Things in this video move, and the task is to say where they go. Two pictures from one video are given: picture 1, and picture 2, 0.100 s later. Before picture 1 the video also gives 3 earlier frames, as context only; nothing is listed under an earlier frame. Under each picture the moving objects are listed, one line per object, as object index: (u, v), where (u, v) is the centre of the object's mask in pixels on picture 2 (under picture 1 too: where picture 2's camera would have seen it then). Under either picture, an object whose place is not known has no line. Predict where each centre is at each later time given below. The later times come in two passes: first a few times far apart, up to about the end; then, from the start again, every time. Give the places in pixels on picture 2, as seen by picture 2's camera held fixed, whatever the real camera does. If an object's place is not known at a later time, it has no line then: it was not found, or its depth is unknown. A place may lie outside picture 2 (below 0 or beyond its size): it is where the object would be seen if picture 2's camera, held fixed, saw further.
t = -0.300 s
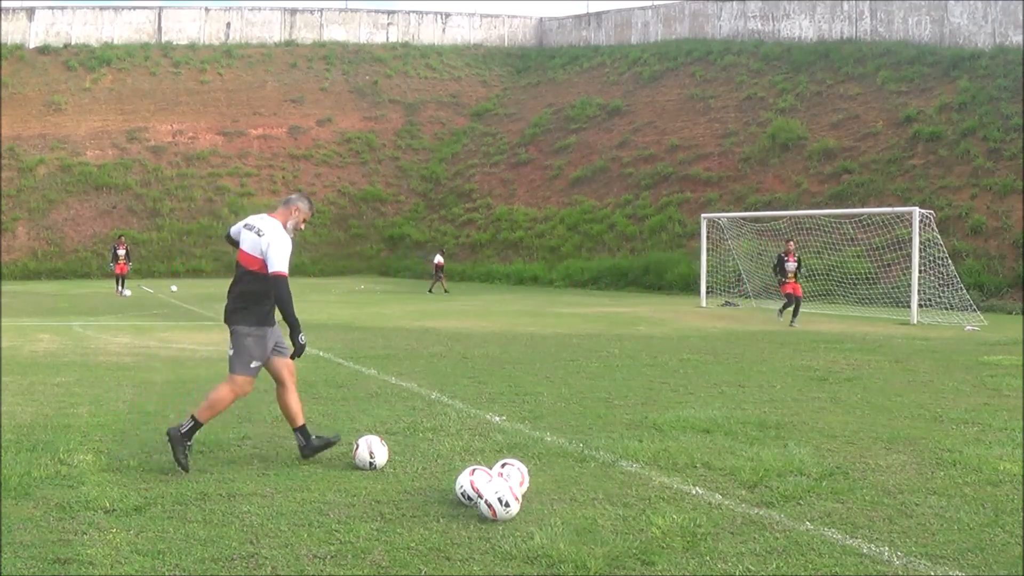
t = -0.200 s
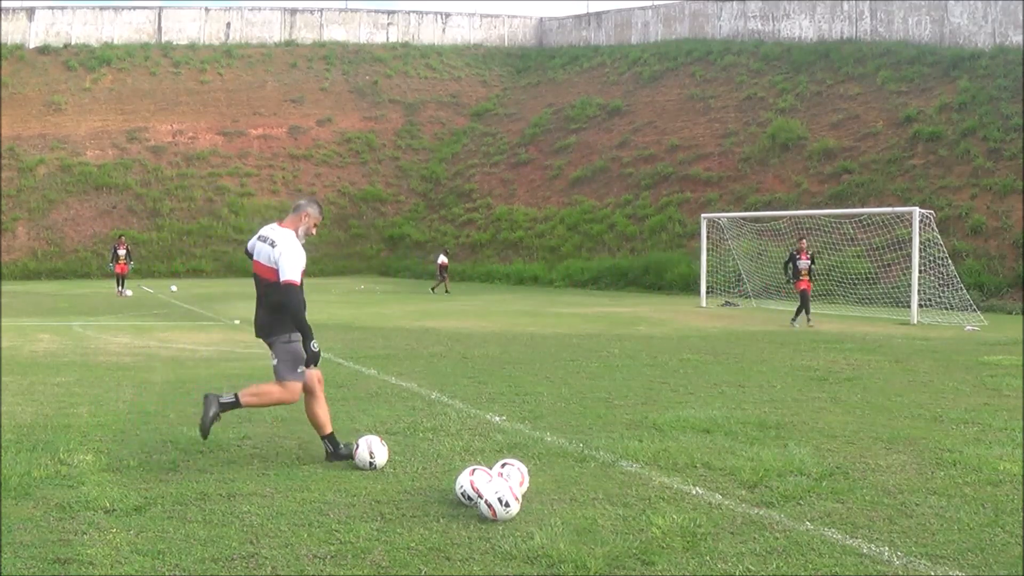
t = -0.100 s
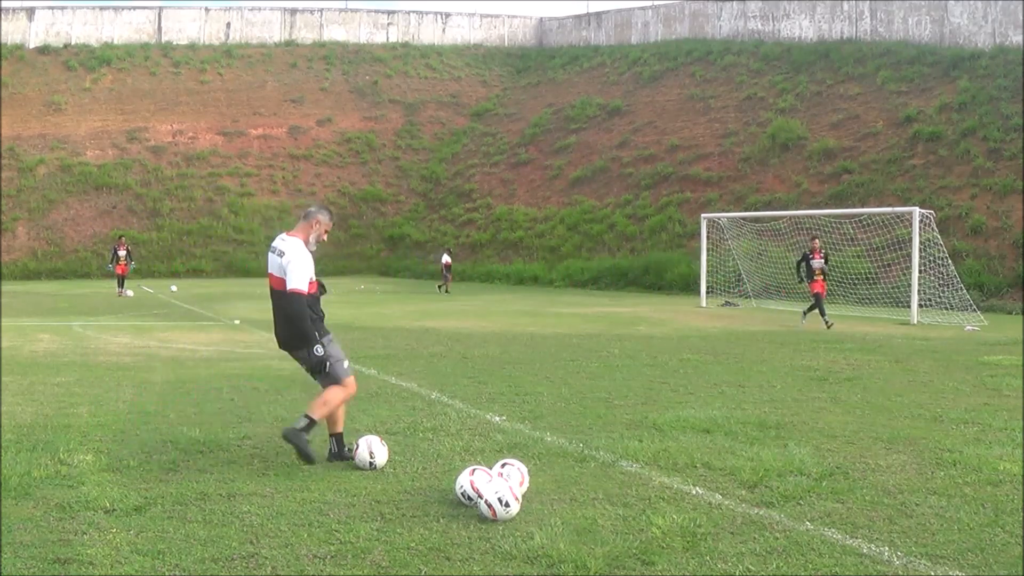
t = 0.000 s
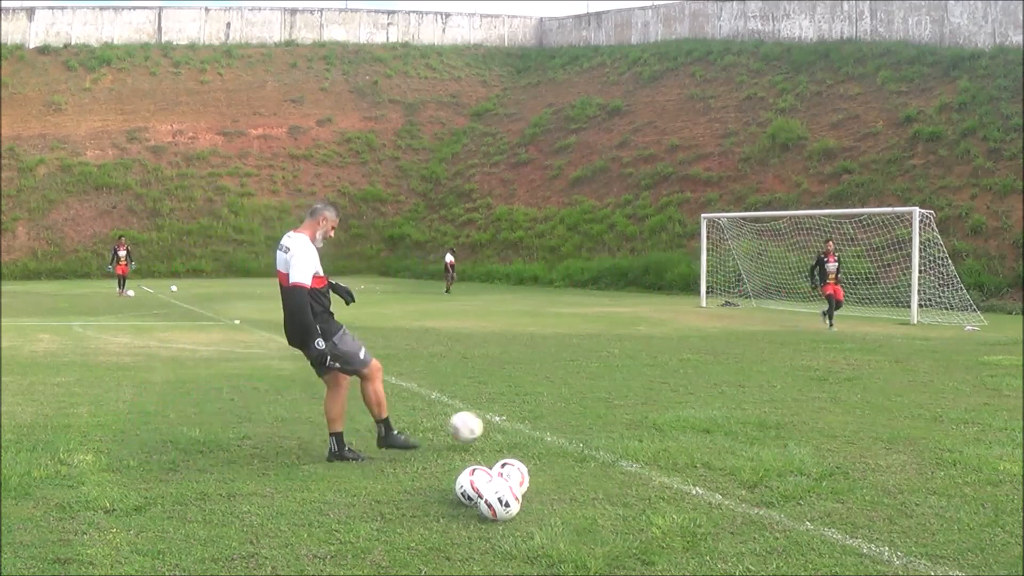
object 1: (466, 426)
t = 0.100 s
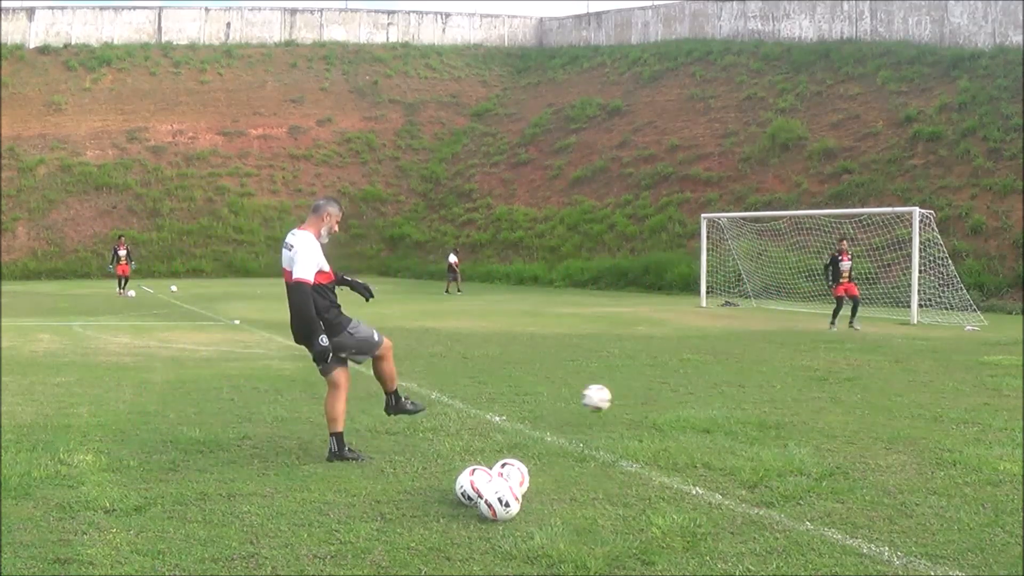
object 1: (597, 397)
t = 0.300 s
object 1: (768, 383)
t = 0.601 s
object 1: (892, 352)
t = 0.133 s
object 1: (632, 392)
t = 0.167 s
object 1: (665, 387)
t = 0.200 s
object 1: (694, 385)
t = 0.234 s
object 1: (721, 383)
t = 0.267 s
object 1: (745, 383)
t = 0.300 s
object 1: (768, 383)
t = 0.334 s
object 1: (785, 376)
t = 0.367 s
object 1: (802, 368)
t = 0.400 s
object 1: (818, 362)
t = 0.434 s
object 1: (832, 358)
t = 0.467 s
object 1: (846, 355)
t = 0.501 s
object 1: (858, 353)
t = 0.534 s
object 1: (870, 351)
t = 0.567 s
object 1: (881, 351)
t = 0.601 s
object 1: (892, 352)
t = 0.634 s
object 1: (902, 354)
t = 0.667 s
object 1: (911, 356)
